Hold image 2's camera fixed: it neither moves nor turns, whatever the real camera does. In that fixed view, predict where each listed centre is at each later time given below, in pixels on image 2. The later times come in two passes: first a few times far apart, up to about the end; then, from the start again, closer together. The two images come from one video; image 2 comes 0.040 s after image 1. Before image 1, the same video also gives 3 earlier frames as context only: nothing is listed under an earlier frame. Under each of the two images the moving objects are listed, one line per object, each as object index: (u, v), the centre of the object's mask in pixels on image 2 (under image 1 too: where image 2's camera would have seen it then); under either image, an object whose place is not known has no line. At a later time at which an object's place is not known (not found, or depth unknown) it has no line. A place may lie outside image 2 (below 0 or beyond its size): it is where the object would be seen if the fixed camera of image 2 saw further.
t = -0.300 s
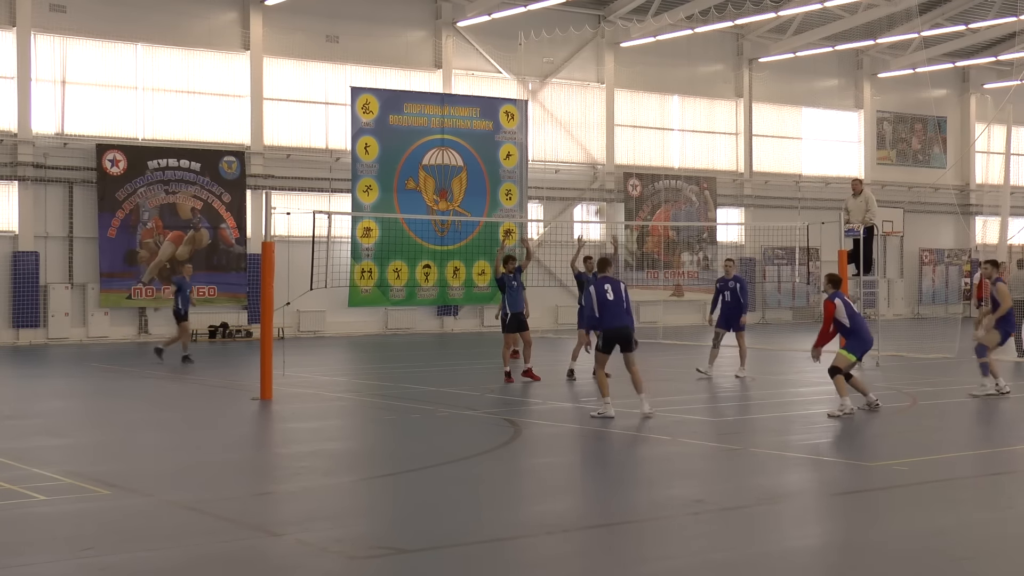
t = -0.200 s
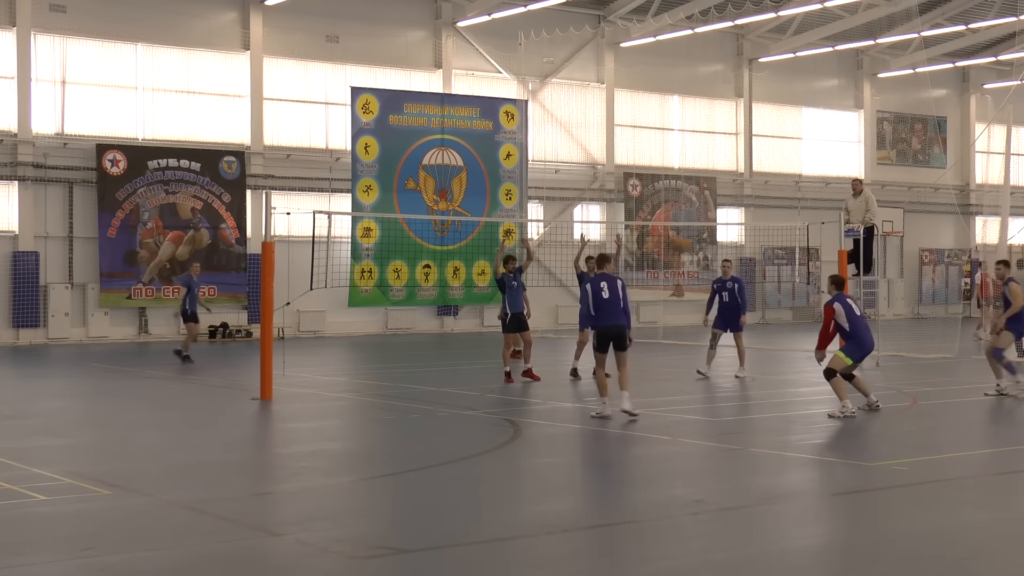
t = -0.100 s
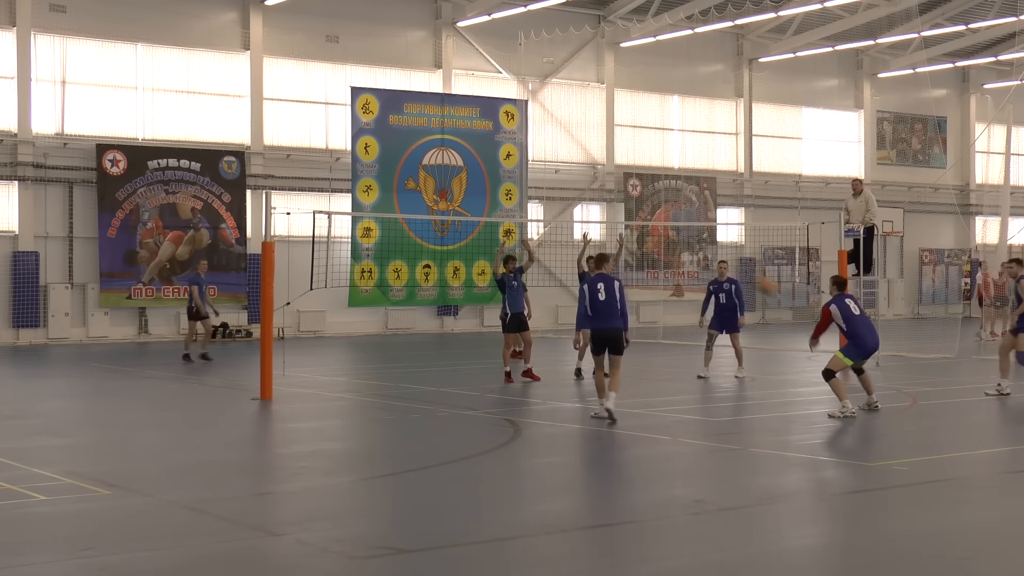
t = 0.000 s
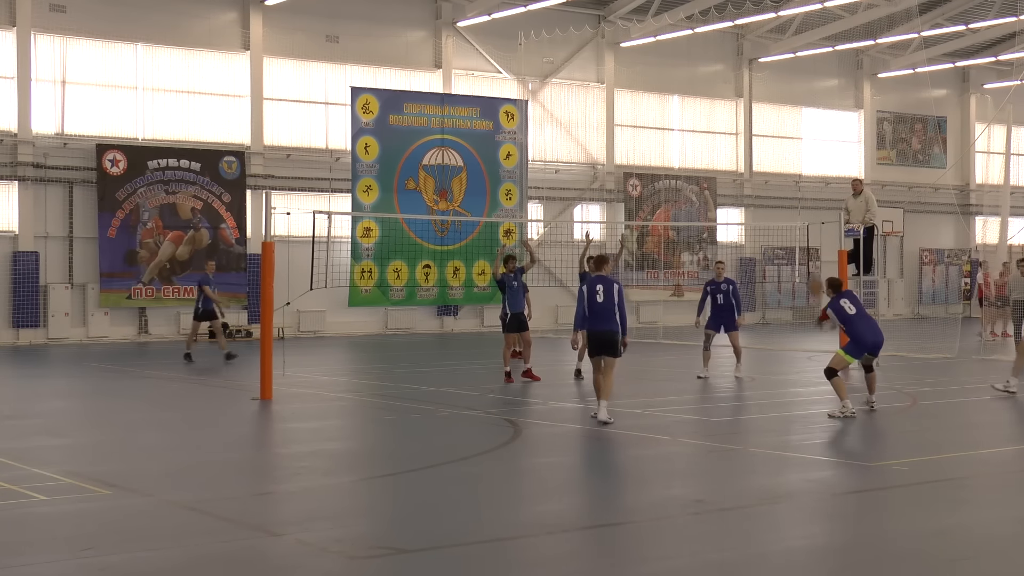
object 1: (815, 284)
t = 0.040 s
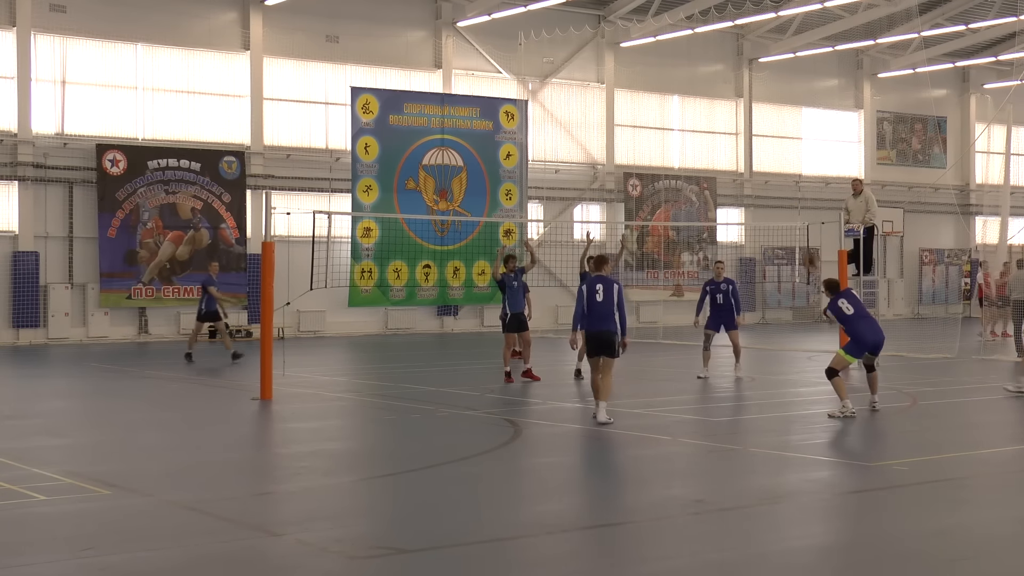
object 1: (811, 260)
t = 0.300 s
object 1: (783, 126)
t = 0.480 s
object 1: (766, 71)
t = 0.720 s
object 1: (744, 36)
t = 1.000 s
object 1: (722, 50)
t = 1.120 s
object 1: (712, 73)
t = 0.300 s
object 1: (783, 126)
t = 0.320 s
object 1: (781, 119)
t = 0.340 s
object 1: (779, 111)
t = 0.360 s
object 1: (777, 105)
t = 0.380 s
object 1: (776, 98)
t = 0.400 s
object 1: (773, 92)
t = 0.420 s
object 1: (771, 86)
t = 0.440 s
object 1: (769, 81)
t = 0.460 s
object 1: (768, 75)
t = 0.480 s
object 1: (766, 71)
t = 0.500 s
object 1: (764, 67)
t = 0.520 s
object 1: (762, 62)
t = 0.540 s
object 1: (760, 58)
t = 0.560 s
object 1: (758, 54)
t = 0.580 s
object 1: (757, 51)
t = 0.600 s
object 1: (755, 49)
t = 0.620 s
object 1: (753, 46)
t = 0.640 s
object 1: (751, 43)
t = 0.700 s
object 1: (746, 38)
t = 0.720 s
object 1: (744, 36)
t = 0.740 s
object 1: (743, 35)
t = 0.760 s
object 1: (741, 35)
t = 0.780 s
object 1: (740, 33)
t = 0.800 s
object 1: (739, 33)
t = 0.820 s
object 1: (736, 34)
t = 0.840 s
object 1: (735, 35)
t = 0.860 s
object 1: (734, 35)
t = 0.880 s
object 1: (731, 37)
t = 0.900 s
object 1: (730, 39)
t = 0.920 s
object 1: (728, 40)
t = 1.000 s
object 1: (722, 50)
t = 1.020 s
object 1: (720, 53)
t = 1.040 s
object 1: (718, 56)
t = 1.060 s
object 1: (717, 60)
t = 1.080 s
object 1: (715, 64)
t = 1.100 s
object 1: (713, 68)
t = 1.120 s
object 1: (712, 73)
